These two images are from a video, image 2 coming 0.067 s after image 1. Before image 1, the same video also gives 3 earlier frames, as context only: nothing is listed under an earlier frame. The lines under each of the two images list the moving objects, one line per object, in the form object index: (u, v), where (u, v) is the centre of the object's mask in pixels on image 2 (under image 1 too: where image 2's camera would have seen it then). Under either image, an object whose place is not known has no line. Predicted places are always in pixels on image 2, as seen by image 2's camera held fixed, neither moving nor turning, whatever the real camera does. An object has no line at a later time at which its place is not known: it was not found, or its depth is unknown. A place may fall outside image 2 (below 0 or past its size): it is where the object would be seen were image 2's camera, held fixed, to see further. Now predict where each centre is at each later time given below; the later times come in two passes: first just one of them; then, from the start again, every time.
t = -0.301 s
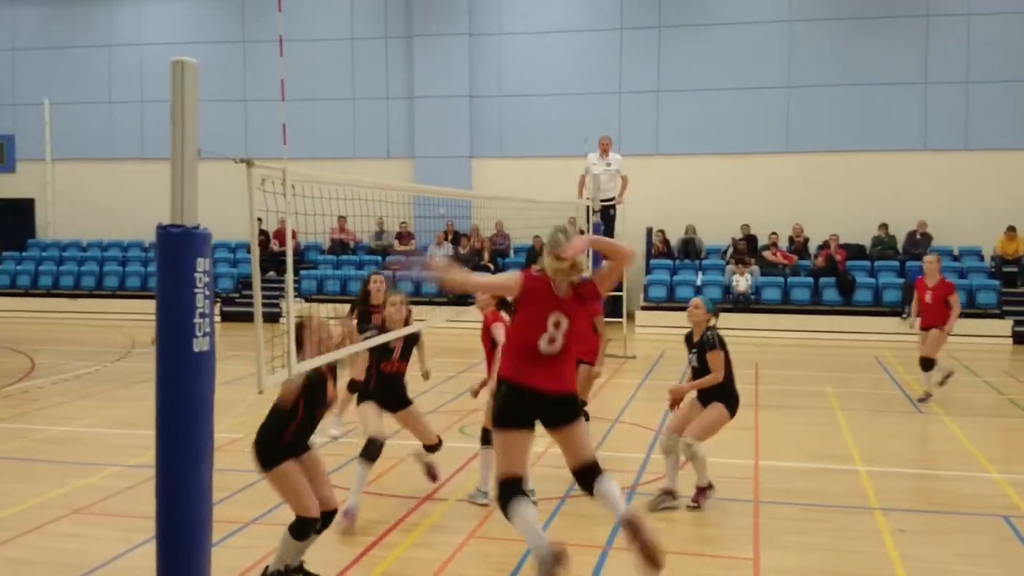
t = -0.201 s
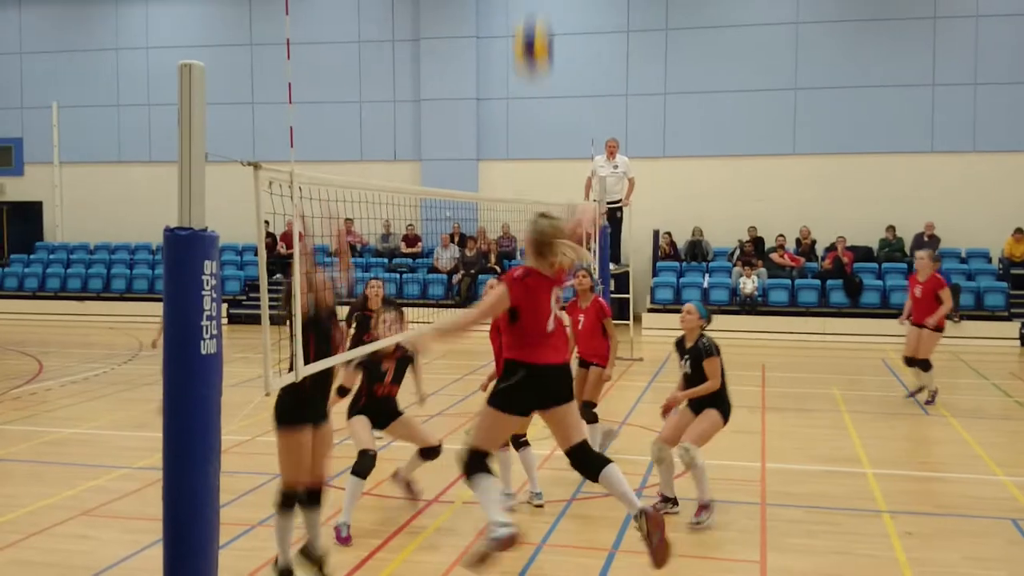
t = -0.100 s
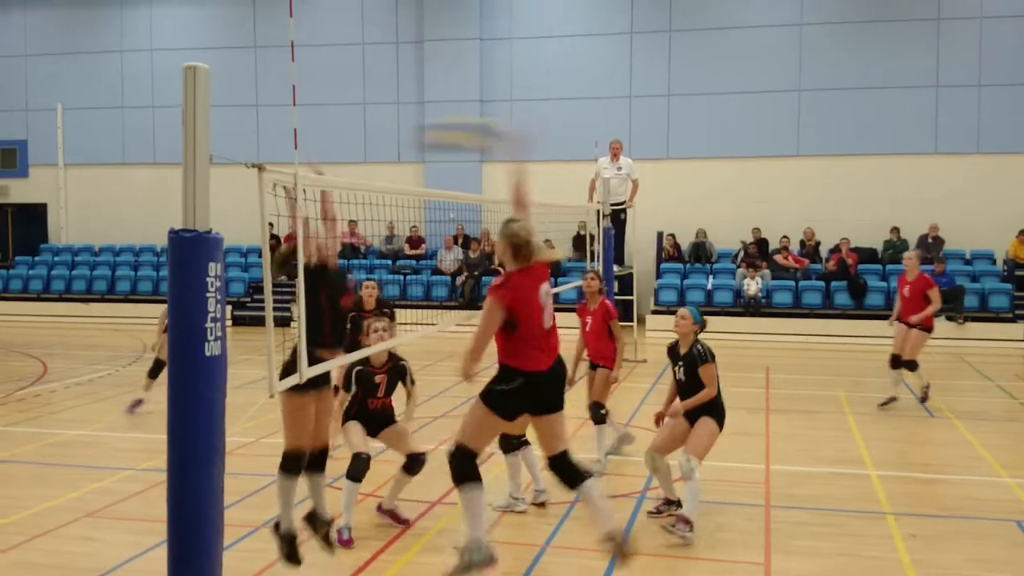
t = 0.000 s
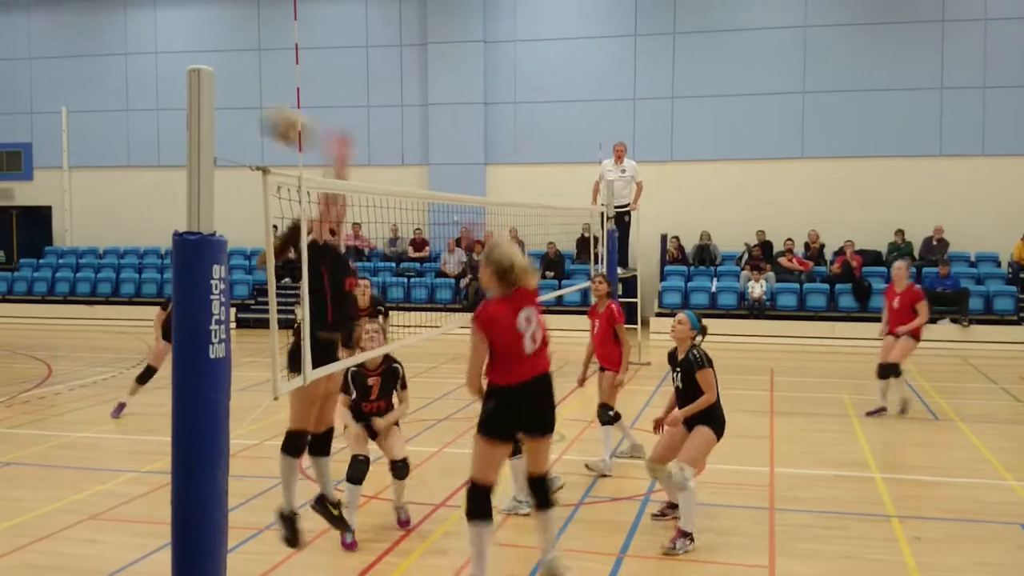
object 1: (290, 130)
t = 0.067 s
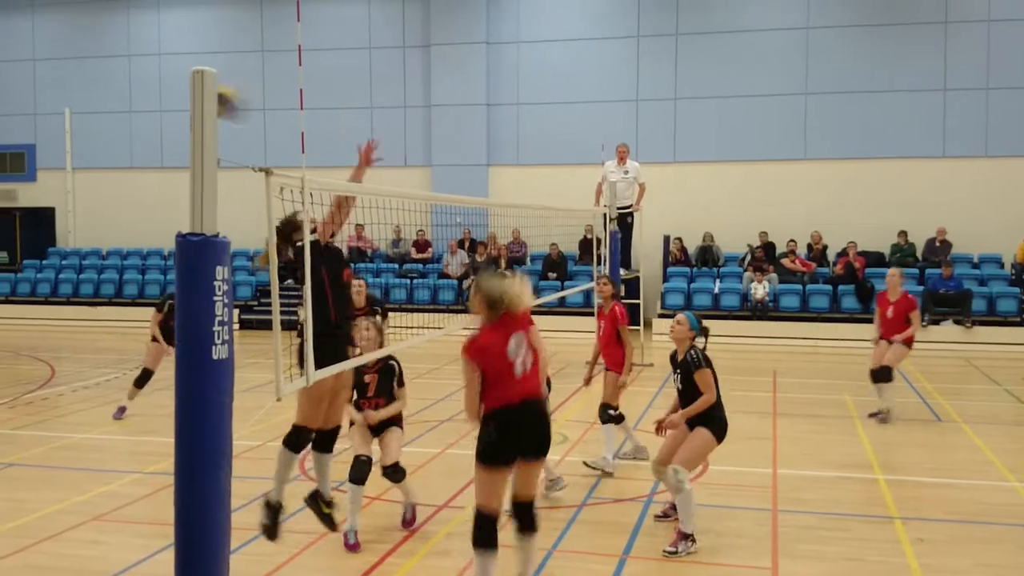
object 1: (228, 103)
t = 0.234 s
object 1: (52, 64)
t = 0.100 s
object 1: (176, 87)
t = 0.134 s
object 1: (152, 79)
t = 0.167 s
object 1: (116, 70)
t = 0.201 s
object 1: (85, 67)
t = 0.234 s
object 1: (52, 64)
